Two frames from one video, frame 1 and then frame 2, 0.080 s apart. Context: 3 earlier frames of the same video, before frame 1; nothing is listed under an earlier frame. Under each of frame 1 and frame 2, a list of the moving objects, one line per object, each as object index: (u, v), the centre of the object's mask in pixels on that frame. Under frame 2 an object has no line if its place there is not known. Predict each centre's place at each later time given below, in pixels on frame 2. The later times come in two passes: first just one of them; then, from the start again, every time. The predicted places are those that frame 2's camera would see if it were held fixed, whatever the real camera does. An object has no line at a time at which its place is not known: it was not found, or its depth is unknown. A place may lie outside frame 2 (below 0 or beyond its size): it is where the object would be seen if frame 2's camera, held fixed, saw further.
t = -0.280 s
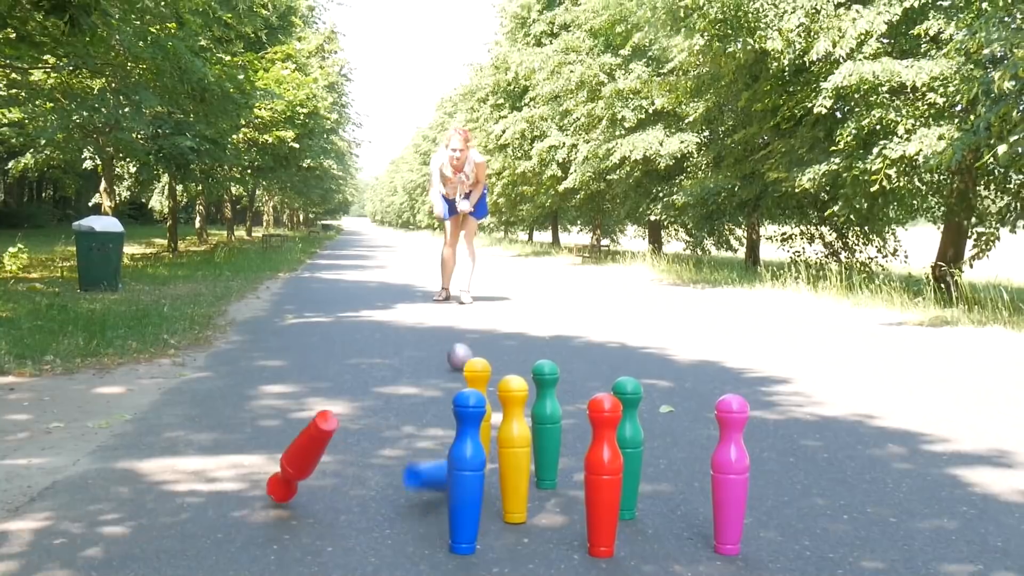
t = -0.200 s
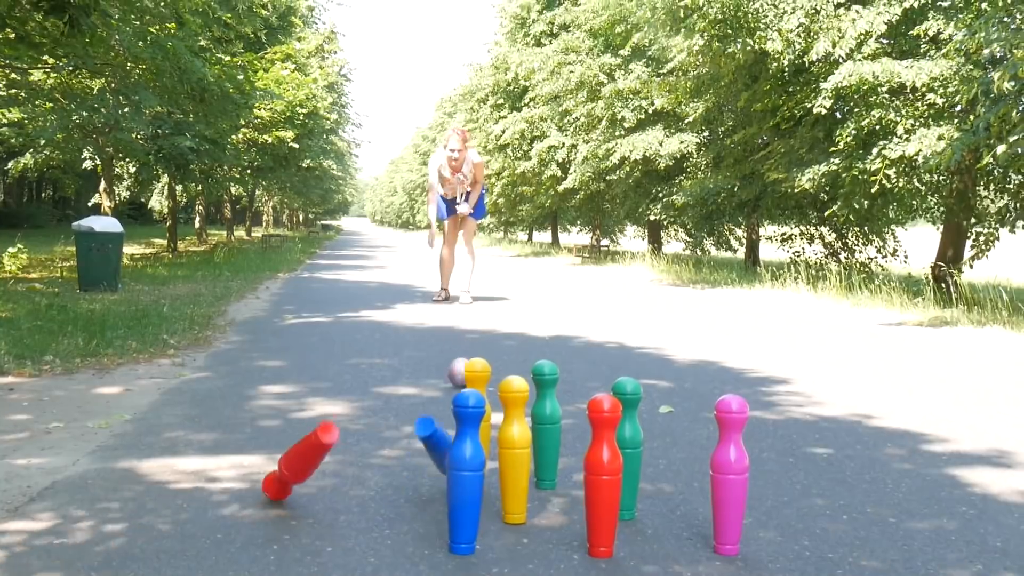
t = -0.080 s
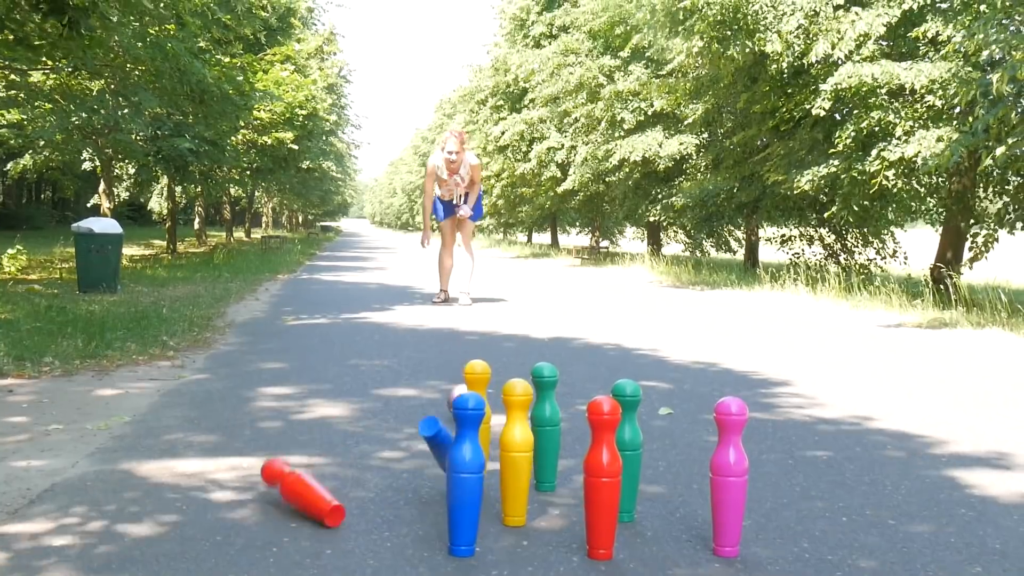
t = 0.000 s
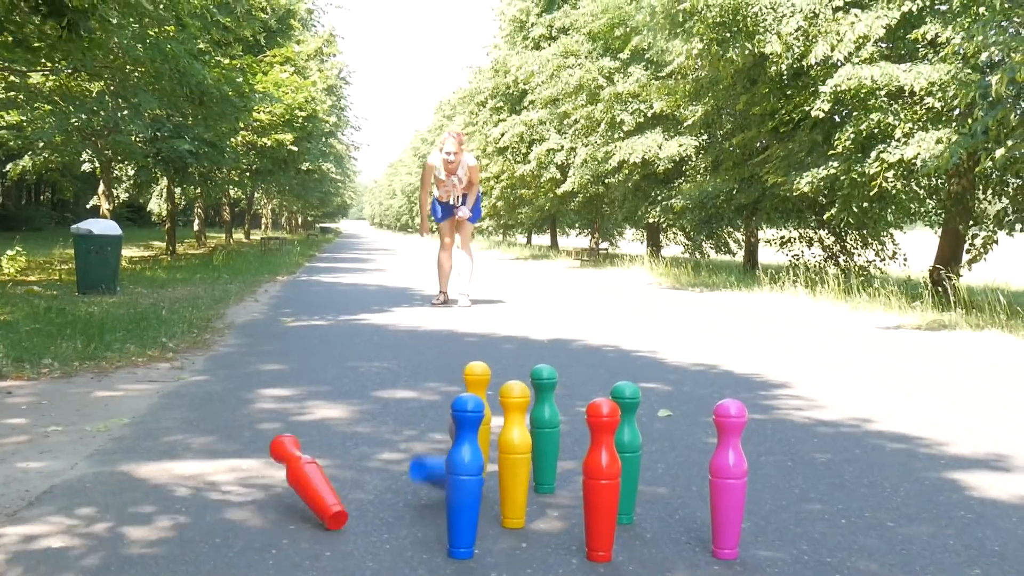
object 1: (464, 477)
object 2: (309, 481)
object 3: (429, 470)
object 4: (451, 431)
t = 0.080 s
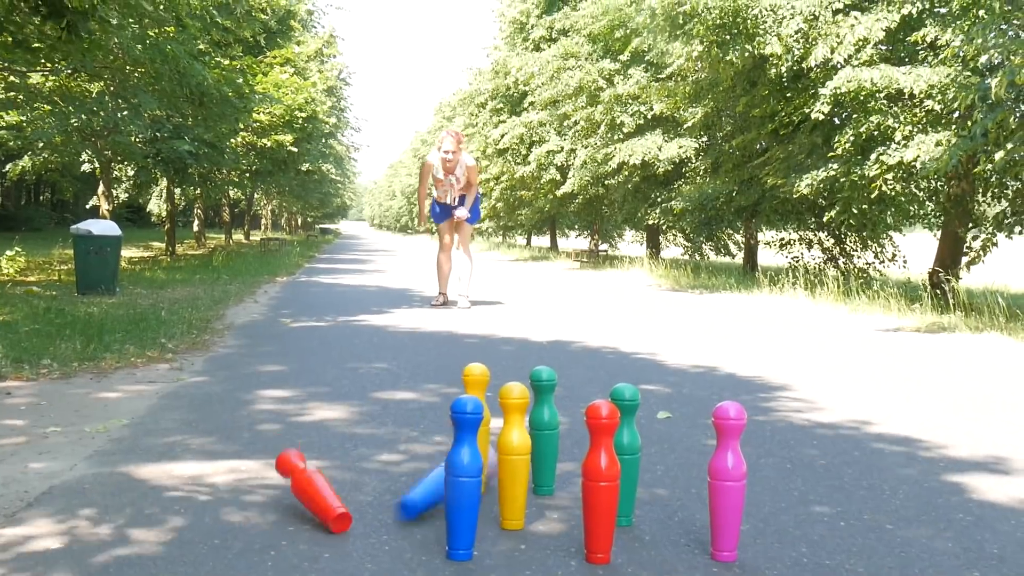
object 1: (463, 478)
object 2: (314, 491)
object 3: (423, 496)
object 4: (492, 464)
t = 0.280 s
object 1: (471, 489)
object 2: (299, 486)
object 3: (331, 501)
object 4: (530, 506)
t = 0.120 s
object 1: (463, 479)
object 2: (315, 501)
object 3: (410, 488)
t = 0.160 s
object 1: (464, 479)
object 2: (312, 491)
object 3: (398, 481)
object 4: (497, 478)
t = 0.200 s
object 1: (464, 479)
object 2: (308, 485)
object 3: (384, 480)
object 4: (506, 486)
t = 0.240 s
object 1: (468, 482)
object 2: (306, 486)
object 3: (360, 484)
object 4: (518, 497)
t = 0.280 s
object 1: (471, 489)
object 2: (299, 486)
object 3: (331, 501)
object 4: (530, 506)
